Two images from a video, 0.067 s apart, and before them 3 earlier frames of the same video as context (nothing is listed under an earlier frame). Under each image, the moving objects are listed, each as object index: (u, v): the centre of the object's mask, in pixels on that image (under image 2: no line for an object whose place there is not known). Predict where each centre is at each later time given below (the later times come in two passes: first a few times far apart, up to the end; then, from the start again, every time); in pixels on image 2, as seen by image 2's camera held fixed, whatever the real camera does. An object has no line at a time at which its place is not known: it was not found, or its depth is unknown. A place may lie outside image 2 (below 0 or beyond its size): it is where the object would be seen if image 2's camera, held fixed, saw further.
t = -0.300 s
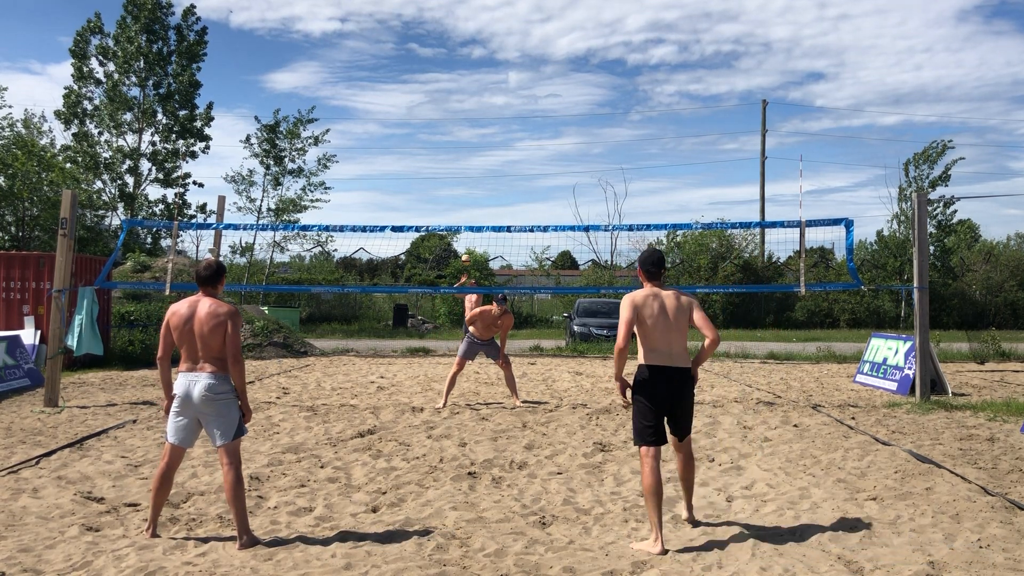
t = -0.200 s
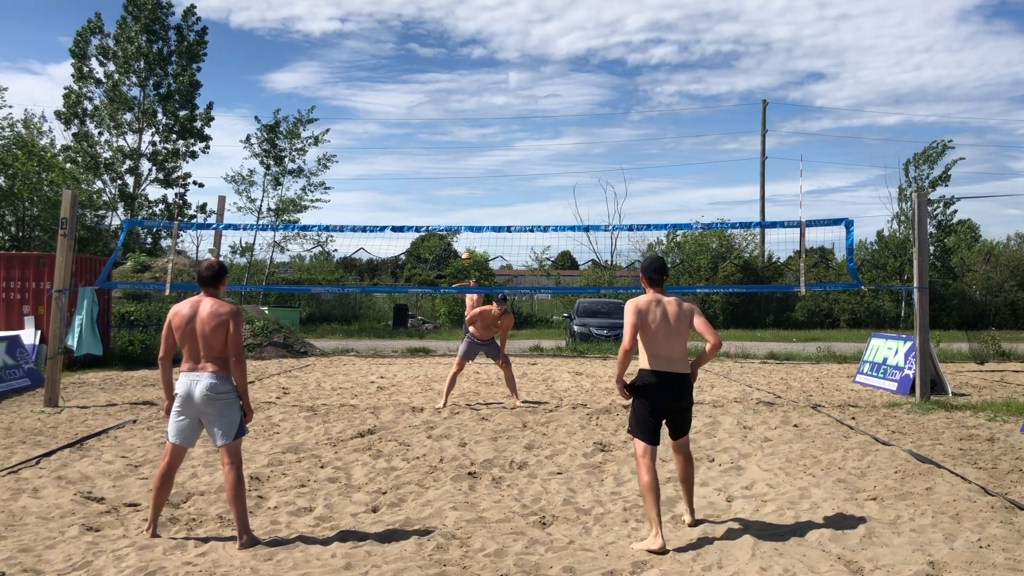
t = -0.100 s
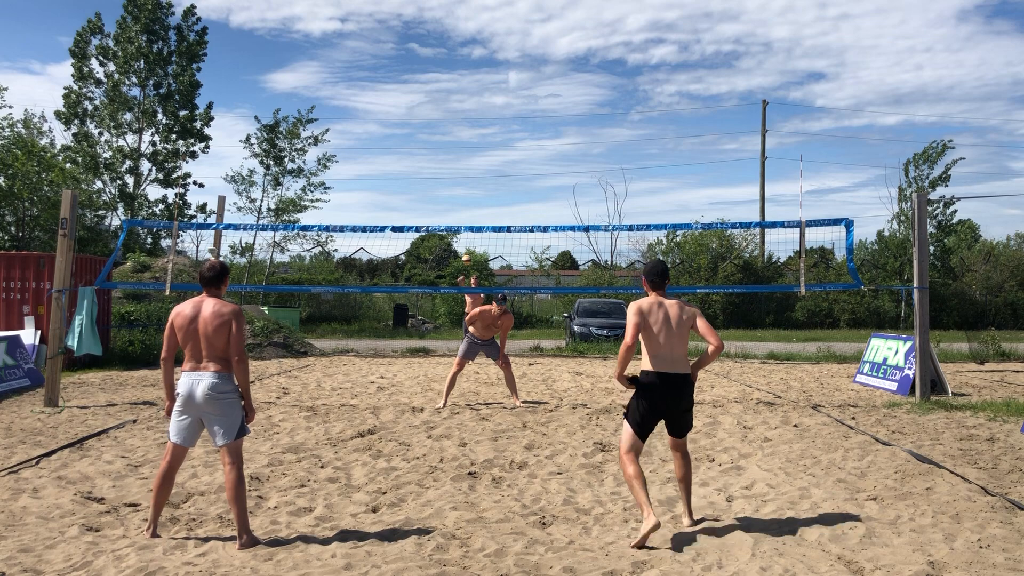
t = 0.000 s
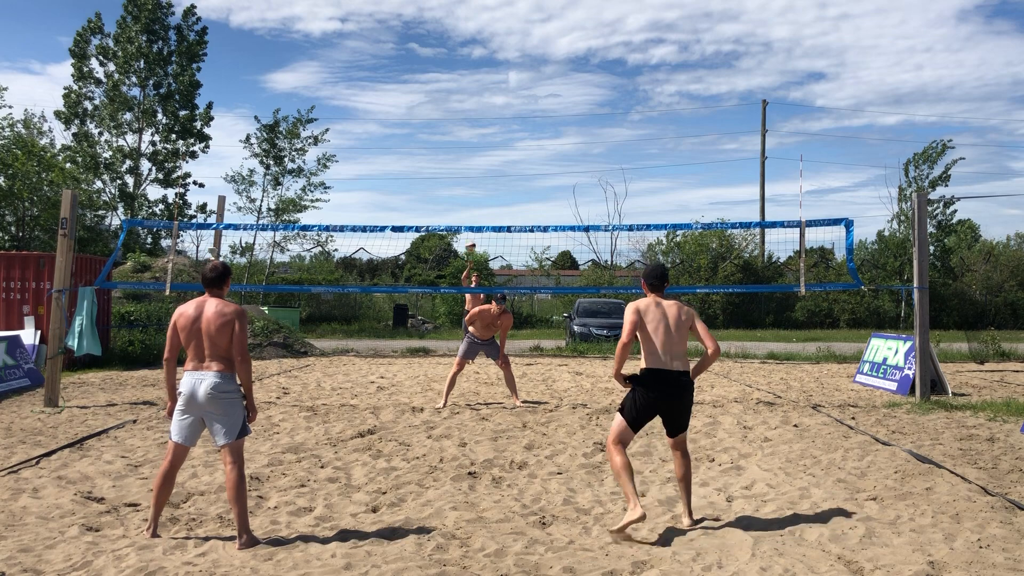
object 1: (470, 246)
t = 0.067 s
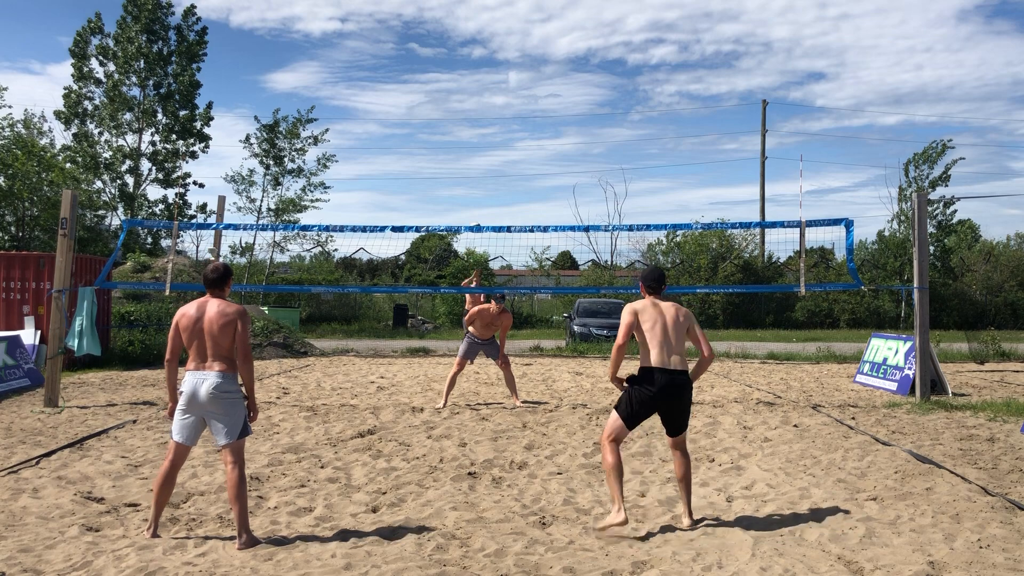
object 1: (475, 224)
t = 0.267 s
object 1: (492, 177)
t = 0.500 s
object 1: (517, 137)
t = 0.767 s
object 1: (553, 126)
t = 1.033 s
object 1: (601, 167)
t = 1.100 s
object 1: (614, 189)
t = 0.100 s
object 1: (478, 218)
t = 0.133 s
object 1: (480, 209)
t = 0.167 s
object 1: (483, 201)
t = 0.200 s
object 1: (486, 192)
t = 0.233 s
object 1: (489, 184)
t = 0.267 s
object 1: (492, 177)
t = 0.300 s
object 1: (495, 170)
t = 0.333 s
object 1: (499, 163)
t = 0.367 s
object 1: (502, 157)
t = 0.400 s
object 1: (506, 151)
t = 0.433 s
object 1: (509, 146)
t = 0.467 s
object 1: (513, 141)
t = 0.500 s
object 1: (517, 137)
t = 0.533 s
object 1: (522, 133)
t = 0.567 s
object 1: (526, 131)
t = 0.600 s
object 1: (530, 128)
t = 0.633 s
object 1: (534, 126)
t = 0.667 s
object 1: (539, 125)
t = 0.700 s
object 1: (543, 124)
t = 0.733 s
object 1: (548, 125)
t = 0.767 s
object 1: (553, 126)
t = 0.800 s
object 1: (558, 127)
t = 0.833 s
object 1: (564, 130)
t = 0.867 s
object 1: (569, 134)
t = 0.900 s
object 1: (575, 138)
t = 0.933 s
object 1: (581, 144)
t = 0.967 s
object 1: (587, 151)
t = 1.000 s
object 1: (594, 158)
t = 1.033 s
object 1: (601, 167)
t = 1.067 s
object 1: (608, 178)
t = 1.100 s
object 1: (614, 189)
